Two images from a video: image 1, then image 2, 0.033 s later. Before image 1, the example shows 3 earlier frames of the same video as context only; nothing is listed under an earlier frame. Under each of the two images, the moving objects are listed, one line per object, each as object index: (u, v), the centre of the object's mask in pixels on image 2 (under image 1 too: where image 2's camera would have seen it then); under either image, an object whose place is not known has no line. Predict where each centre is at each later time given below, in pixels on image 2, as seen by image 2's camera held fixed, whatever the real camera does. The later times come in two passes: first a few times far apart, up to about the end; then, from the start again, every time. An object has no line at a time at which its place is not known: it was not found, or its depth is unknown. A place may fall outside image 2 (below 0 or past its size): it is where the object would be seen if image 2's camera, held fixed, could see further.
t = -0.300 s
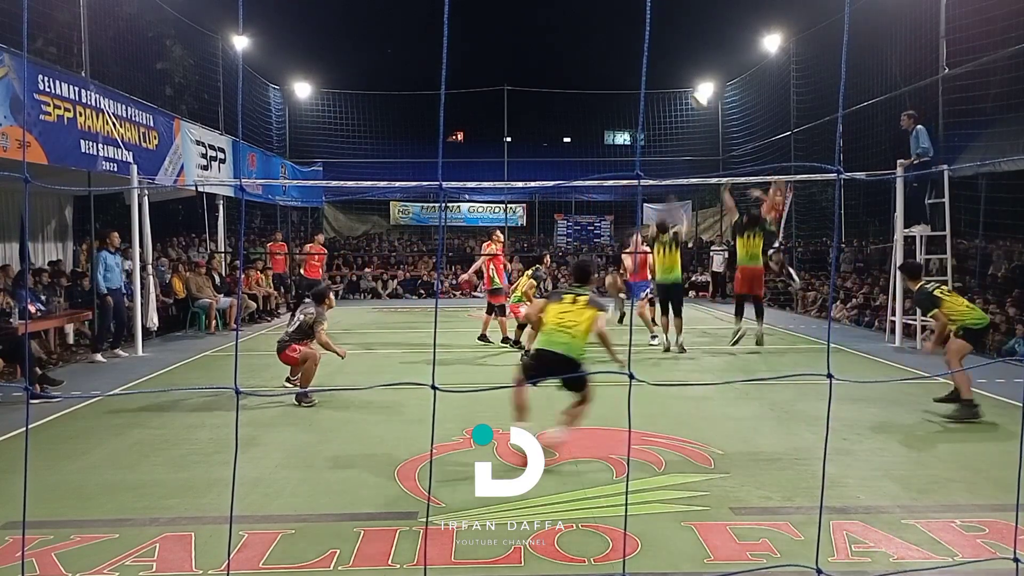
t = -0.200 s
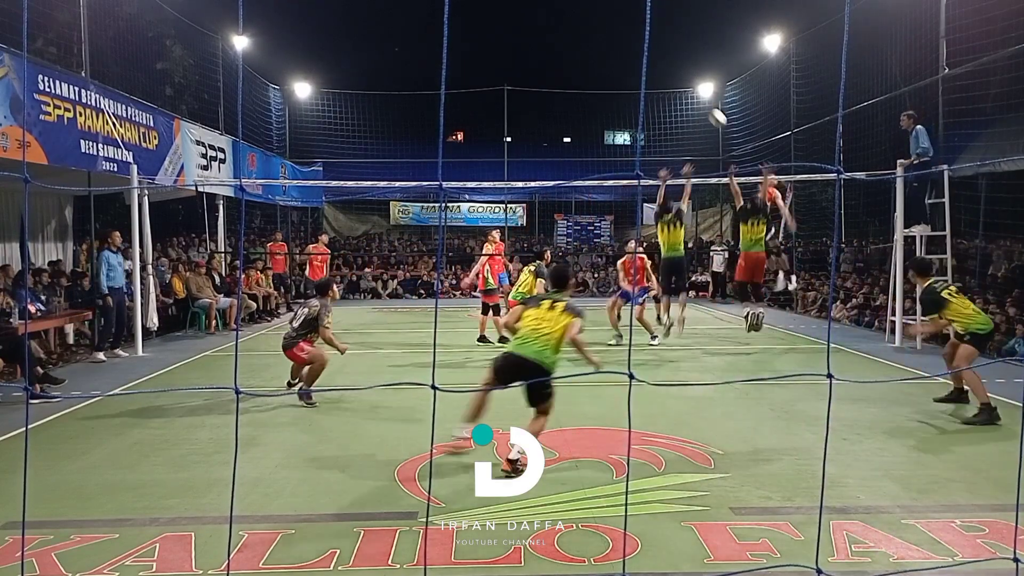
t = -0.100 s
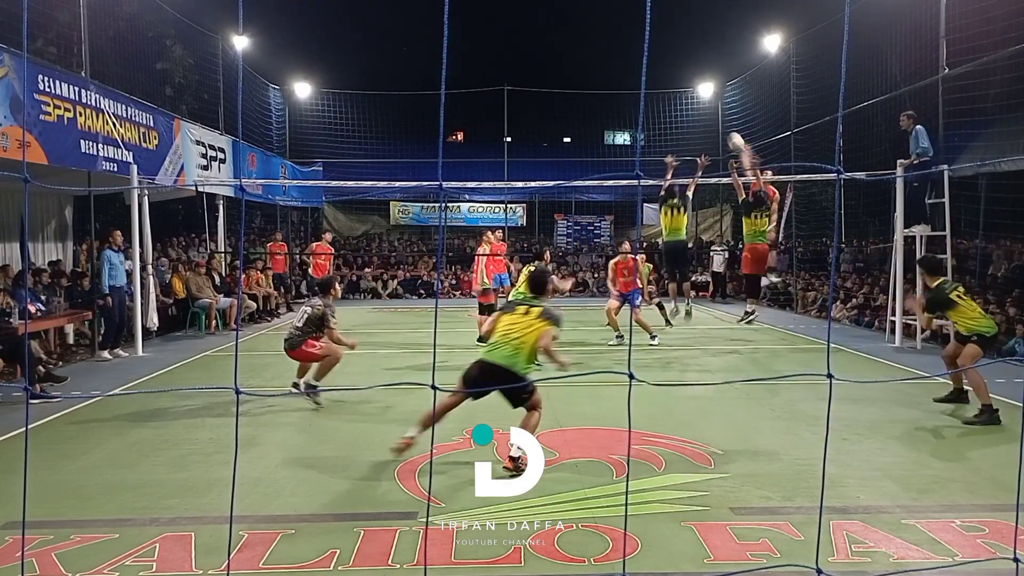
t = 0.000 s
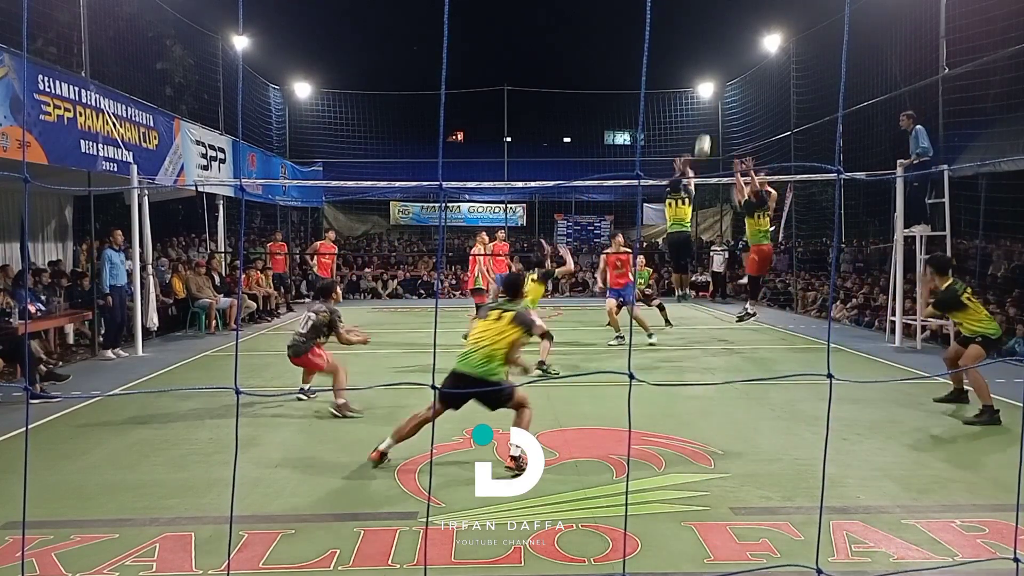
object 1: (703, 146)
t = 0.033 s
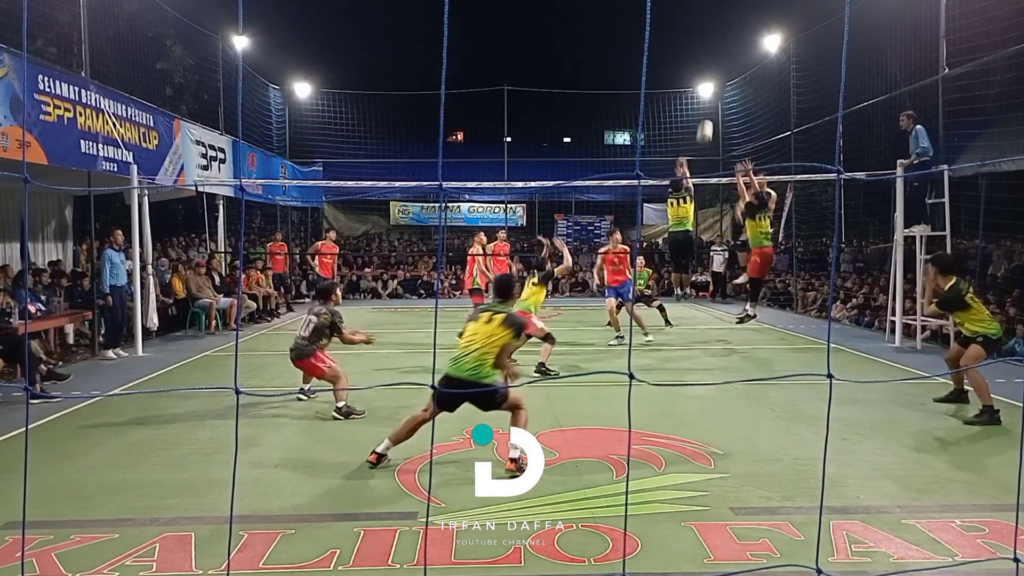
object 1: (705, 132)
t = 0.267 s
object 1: (720, 53)
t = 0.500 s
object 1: (734, 10)
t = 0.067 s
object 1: (707, 118)
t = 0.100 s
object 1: (710, 106)
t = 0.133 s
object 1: (716, 91)
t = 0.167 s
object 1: (716, 80)
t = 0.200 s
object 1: (716, 70)
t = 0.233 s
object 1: (718, 62)
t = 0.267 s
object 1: (720, 53)
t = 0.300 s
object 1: (722, 44)
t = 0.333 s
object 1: (724, 37)
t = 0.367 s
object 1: (726, 30)
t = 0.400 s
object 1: (728, 24)
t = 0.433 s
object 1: (730, 19)
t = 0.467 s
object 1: (732, 14)
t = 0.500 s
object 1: (734, 10)
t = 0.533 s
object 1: (736, 8)
